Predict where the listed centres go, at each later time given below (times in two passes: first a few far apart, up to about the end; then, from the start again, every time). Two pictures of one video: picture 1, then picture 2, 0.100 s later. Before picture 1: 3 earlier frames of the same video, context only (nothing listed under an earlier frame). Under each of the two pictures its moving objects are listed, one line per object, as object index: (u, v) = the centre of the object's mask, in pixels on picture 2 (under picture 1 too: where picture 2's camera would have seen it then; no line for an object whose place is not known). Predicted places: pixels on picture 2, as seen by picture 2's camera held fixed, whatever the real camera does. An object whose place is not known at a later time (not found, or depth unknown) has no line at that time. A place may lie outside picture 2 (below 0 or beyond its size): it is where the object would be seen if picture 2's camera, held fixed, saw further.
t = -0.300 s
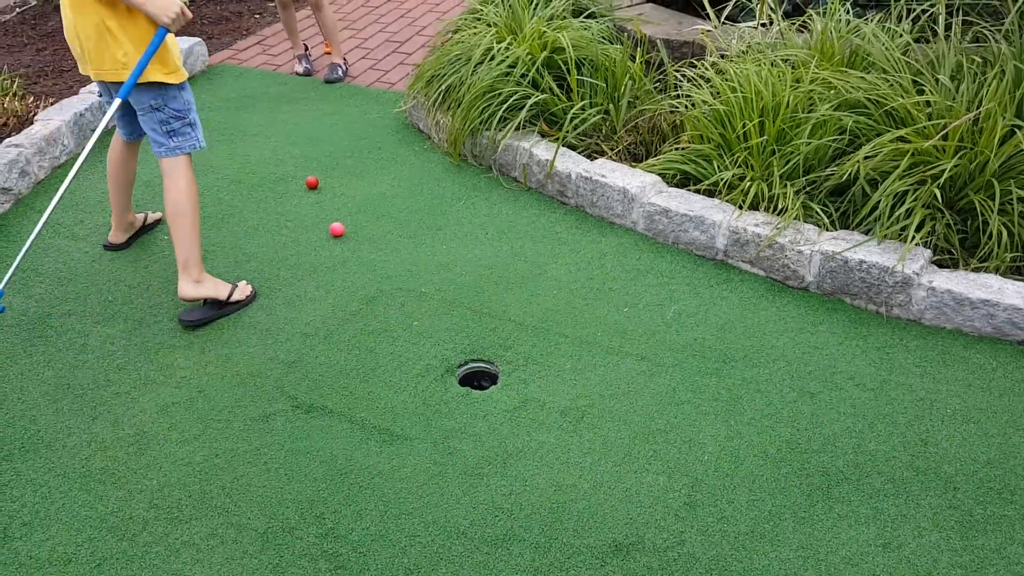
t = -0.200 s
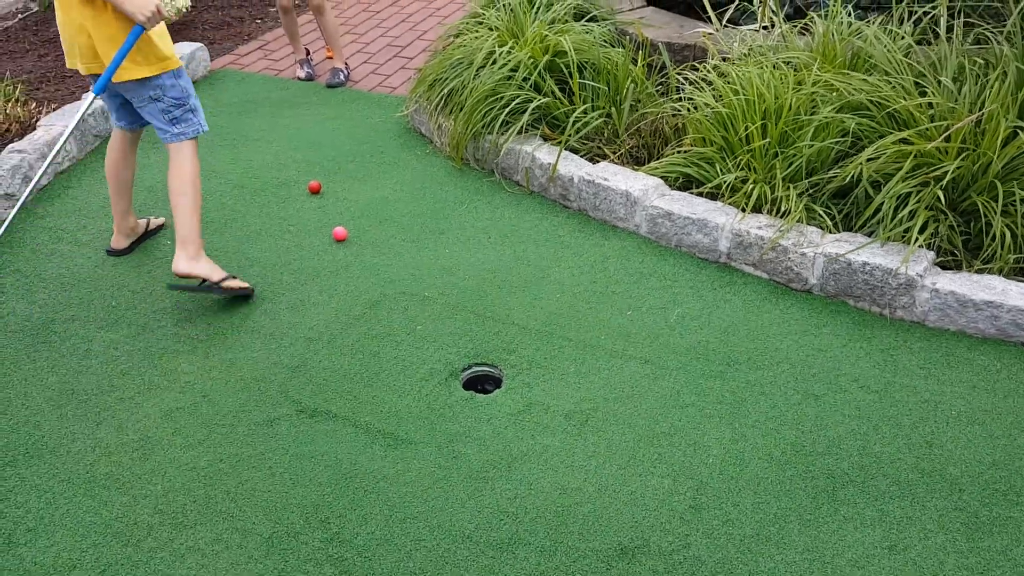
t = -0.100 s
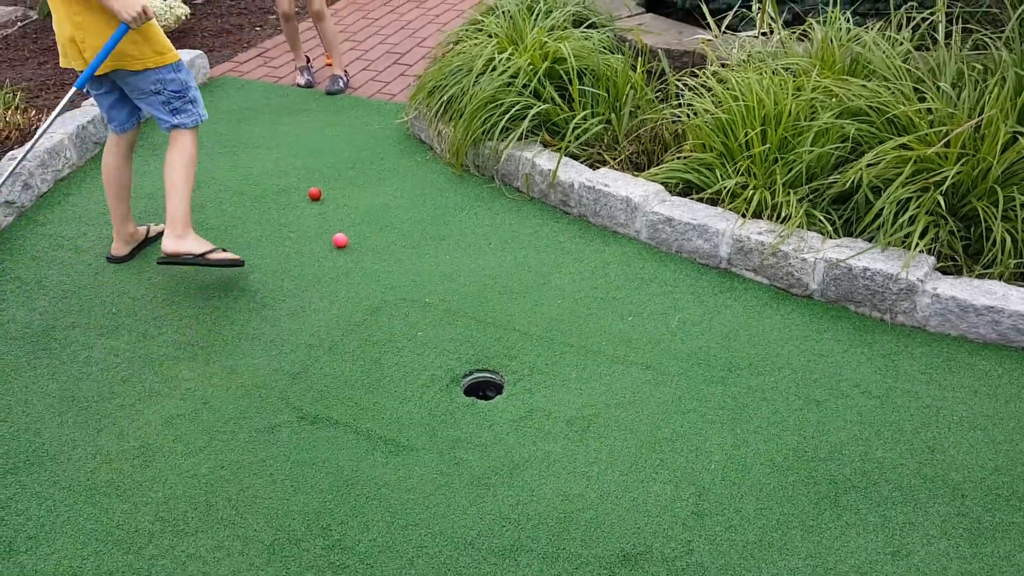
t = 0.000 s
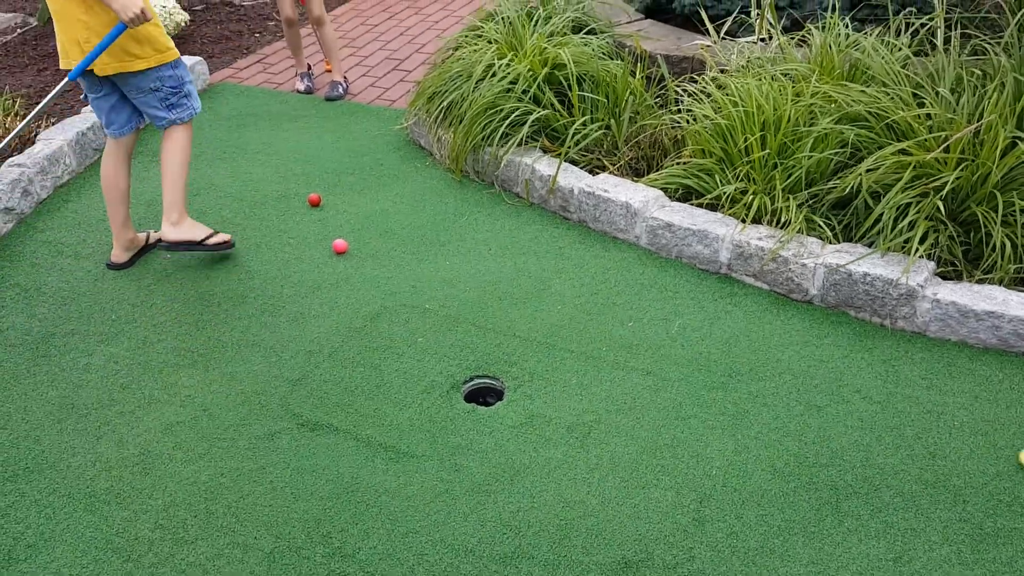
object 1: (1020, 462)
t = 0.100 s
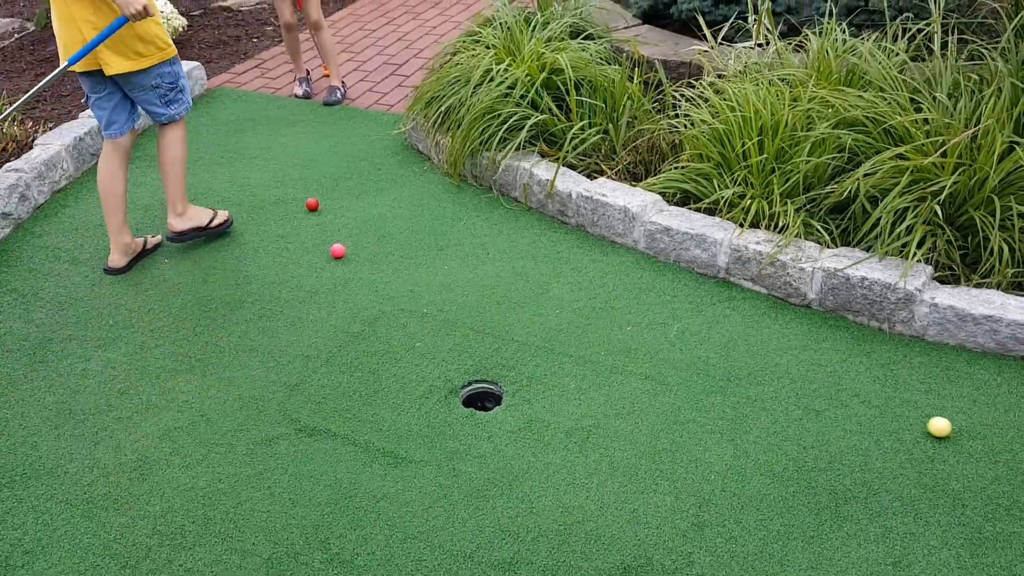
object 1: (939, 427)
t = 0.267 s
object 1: (811, 371)
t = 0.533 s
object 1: (657, 302)
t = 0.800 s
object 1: (545, 255)
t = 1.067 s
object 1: (453, 219)
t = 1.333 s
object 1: (381, 192)
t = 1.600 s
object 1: (322, 168)
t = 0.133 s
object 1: (911, 415)
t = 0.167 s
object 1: (884, 404)
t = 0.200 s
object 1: (858, 392)
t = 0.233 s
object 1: (833, 382)
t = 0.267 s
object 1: (811, 371)
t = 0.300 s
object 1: (788, 363)
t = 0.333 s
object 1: (767, 352)
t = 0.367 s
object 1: (746, 344)
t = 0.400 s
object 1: (727, 335)
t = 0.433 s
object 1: (708, 328)
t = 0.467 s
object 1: (690, 320)
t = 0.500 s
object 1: (673, 312)
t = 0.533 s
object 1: (657, 302)
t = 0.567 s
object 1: (641, 296)
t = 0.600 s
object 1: (626, 289)
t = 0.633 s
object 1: (612, 282)
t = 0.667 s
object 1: (598, 276)
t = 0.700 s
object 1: (584, 269)
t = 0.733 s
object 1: (571, 265)
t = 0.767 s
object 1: (558, 259)
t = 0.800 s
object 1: (545, 255)
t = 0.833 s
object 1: (532, 249)
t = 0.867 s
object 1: (520, 245)
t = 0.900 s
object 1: (508, 239)
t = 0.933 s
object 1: (497, 236)
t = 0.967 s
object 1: (486, 232)
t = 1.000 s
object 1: (474, 228)
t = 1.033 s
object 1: (464, 223)
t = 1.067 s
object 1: (453, 219)
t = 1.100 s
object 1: (443, 215)
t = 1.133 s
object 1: (434, 211)
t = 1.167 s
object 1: (424, 208)
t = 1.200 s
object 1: (415, 204)
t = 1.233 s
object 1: (407, 201)
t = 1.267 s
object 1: (398, 198)
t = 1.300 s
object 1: (389, 195)
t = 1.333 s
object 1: (381, 192)
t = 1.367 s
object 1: (373, 190)
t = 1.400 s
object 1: (365, 187)
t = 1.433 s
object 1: (357, 183)
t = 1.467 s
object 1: (350, 180)
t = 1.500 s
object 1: (342, 177)
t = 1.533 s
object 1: (335, 174)
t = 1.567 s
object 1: (329, 171)
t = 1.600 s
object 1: (322, 168)
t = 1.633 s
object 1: (315, 165)
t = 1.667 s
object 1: (309, 163)
